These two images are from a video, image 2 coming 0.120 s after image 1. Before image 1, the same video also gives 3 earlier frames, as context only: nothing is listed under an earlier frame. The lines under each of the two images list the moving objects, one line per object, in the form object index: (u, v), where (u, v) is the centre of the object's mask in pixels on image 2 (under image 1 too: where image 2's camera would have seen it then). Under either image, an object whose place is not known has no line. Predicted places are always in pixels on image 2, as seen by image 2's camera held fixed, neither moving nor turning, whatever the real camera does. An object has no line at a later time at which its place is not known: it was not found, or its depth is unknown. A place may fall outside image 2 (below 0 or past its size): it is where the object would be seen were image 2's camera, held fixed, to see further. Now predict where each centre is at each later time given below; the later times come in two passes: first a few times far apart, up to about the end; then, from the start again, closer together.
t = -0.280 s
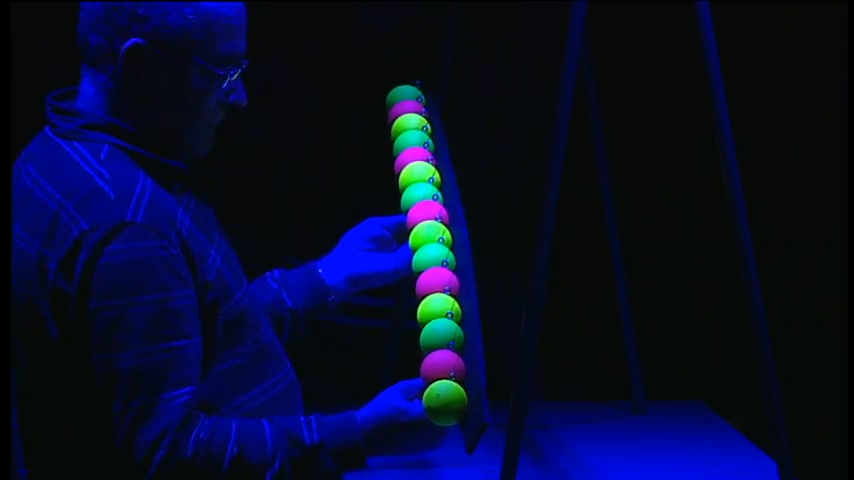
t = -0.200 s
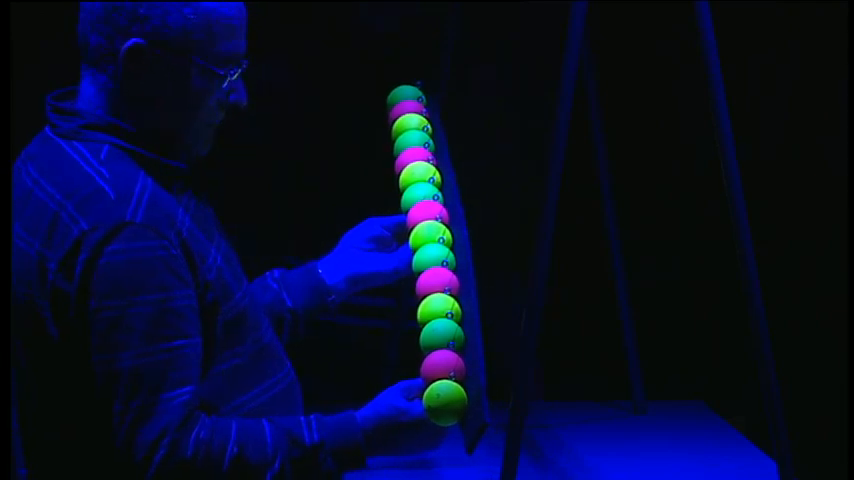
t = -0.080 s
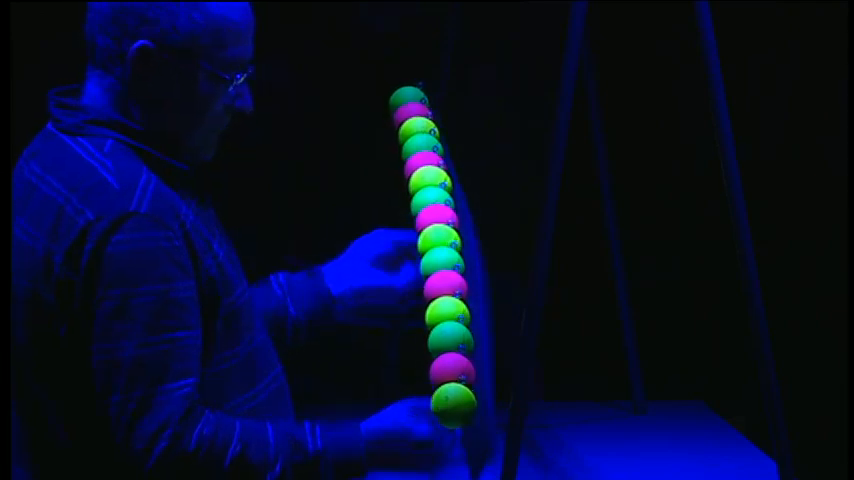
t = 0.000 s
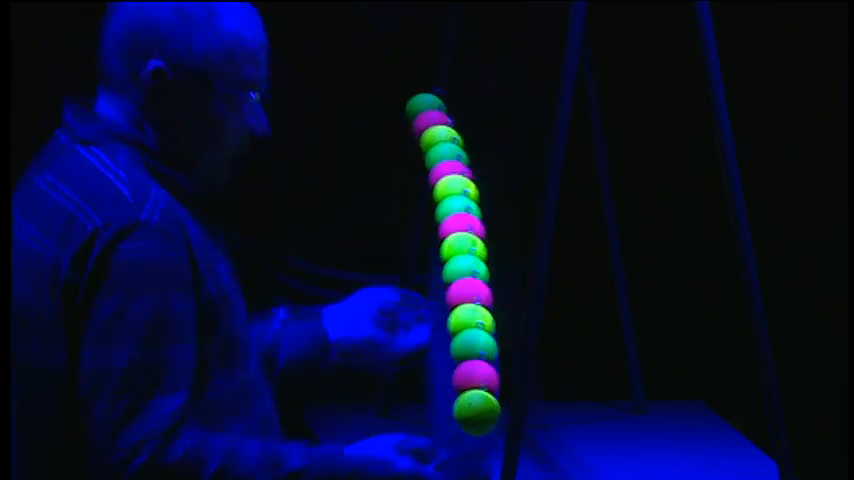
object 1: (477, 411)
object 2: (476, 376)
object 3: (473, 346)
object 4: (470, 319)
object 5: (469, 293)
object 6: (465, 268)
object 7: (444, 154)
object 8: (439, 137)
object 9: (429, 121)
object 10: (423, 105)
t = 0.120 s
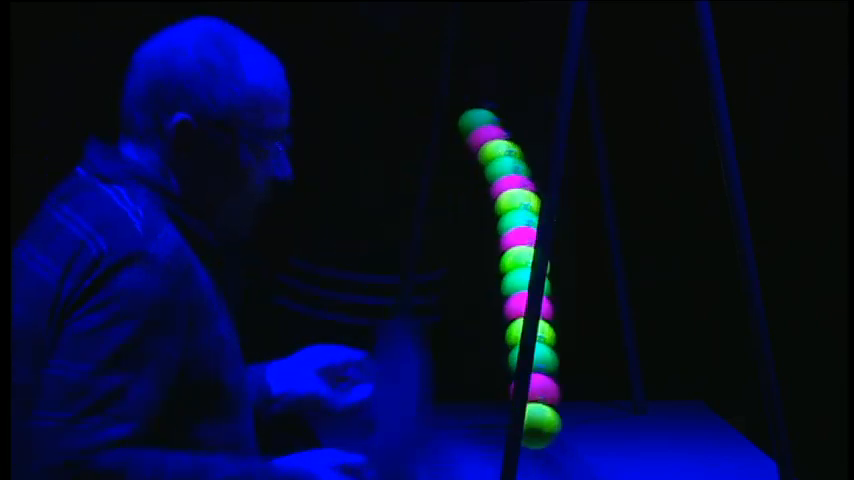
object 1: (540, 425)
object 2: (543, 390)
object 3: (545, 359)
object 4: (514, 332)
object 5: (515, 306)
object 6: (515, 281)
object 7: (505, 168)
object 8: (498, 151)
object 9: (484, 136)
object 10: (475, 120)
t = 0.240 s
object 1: (614, 430)
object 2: (613, 395)
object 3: (611, 364)
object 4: (607, 336)
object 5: (605, 310)
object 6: (603, 286)
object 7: (581, 168)
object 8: (580, 149)
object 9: (574, 133)
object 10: (541, 128)
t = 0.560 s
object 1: (796, 400)
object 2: (789, 363)
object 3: (780, 331)
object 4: (773, 303)
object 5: (737, 284)
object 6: (730, 258)
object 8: (661, 126)
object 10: (642, 96)
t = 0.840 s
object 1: (791, 402)
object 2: (748, 377)
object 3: (732, 348)
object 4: (713, 323)
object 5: (692, 300)
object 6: (671, 278)
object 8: (536, 160)
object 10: (526, 125)
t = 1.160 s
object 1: (587, 430)
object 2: (561, 396)
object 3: (544, 364)
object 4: (507, 335)
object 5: (496, 304)
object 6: (477, 277)
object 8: (411, 126)
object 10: (405, 96)
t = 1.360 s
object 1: (476, 412)
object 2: (461, 375)
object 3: (449, 341)
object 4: (441, 311)
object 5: (437, 283)
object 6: (433, 258)
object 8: (458, 141)
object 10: (458, 114)
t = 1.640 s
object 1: (460, 407)
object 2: (473, 375)
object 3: (487, 349)
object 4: (500, 326)
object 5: (511, 301)
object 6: (519, 279)
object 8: (616, 143)
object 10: (612, 109)
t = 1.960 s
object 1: (639, 429)
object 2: (662, 394)
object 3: (685, 360)
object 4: (699, 328)
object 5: (711, 296)
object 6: (717, 265)
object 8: (644, 137)
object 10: (611, 114)
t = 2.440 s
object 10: (397, 97)
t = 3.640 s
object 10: (406, 108)
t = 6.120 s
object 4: (416, 298)
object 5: (436, 274)
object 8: (545, 149)
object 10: (423, 108)
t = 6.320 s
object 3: (415, 320)
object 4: (450, 309)
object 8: (418, 135)
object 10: (383, 89)
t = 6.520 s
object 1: (410, 380)
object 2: (420, 350)
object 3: (469, 339)
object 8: (382, 118)
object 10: (443, 118)
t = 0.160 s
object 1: (560, 428)
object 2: (560, 392)
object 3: (558, 362)
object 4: (558, 334)
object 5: (558, 308)
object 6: (559, 284)
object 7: (526, 170)
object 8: (523, 153)
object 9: (508, 139)
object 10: (498, 123)
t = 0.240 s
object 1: (614, 430)
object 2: (613, 395)
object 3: (611, 364)
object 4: (607, 336)
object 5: (605, 310)
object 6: (603, 286)
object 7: (581, 168)
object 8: (580, 149)
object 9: (574, 133)
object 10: (541, 128)
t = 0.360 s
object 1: (695, 424)
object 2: (693, 388)
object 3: (688, 356)
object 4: (683, 328)
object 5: (679, 301)
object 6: (675, 275)
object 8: (633, 136)
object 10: (610, 110)
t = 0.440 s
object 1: (743, 415)
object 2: (737, 378)
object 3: (730, 346)
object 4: (724, 318)
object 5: (718, 290)
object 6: (712, 264)
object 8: (657, 127)
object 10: (636, 100)
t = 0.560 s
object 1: (796, 400)
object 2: (789, 363)
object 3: (780, 331)
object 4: (773, 303)
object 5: (737, 284)
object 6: (730, 258)
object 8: (661, 126)
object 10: (642, 96)
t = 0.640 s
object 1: (807, 395)
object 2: (795, 360)
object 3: (784, 329)
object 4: (775, 300)
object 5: (766, 275)
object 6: (730, 259)
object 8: (643, 134)
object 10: (626, 104)
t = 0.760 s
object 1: (802, 397)
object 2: (788, 362)
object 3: (777, 333)
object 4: (737, 316)
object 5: (725, 290)
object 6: (709, 267)
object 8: (589, 150)
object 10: (582, 116)
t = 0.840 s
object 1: (791, 402)
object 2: (748, 377)
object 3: (732, 348)
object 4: (713, 323)
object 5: (692, 300)
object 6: (671, 278)
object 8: (536, 160)
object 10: (526, 125)
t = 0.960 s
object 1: (721, 420)
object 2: (694, 391)
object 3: (667, 363)
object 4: (643, 338)
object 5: (621, 313)
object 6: (597, 290)
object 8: (470, 148)
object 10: (457, 116)
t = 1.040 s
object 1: (670, 428)
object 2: (642, 397)
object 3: (615, 368)
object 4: (590, 341)
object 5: (568, 314)
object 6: (555, 287)
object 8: (434, 138)
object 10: (424, 105)
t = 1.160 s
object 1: (587, 430)
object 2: (561, 396)
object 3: (544, 364)
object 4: (507, 335)
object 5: (496, 304)
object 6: (477, 277)
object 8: (411, 126)
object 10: (405, 96)
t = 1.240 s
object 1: (540, 426)
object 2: (502, 389)
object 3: (491, 354)
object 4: (475, 323)
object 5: (462, 294)
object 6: (448, 267)
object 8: (417, 127)
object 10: (414, 99)
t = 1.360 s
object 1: (476, 412)
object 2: (461, 375)
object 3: (449, 341)
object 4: (441, 311)
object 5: (437, 283)
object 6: (433, 258)
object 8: (458, 141)
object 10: (458, 114)
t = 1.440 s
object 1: (452, 405)
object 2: (443, 369)
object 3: (440, 336)
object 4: (438, 309)
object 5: (441, 283)
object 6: (443, 261)
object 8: (501, 151)
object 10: (502, 121)
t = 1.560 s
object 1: (445, 402)
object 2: (450, 368)
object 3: (458, 341)
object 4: (465, 316)
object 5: (478, 295)
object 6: (488, 274)
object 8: (580, 153)
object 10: (582, 119)
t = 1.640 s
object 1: (460, 407)
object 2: (473, 375)
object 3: (487, 349)
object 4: (500, 326)
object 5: (511, 301)
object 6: (519, 279)
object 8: (616, 143)
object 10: (612, 109)
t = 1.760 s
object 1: (498, 417)
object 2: (540, 392)
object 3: (555, 363)
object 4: (572, 338)
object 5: (593, 313)
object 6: (611, 288)
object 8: (657, 128)
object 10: (642, 96)
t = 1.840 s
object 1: (556, 426)
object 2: (581, 396)
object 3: (606, 367)
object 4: (626, 338)
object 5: (644, 310)
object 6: (661, 281)
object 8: (663, 124)
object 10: (641, 98)
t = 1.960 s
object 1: (639, 429)
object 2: (662, 394)
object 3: (685, 360)
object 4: (699, 328)
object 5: (711, 296)
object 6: (717, 265)
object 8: (644, 137)
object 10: (611, 114)
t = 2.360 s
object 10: (405, 104)
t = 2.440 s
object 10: (397, 97)
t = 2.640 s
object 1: (725, 420)
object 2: (675, 396)
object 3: (620, 368)
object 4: (576, 343)
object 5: (517, 310)
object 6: (495, 282)
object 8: (444, 136)
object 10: (464, 117)
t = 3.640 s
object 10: (406, 108)
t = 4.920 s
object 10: (409, 109)
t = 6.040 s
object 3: (476, 341)
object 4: (431, 304)
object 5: (418, 270)
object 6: (450, 259)
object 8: (578, 142)
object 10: (464, 117)
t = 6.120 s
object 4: (416, 298)
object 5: (436, 274)
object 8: (545, 149)
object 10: (423, 108)
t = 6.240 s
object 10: (387, 96)
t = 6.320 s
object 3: (415, 320)
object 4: (450, 309)
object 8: (418, 135)
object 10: (383, 89)
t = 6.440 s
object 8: (385, 123)
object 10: (414, 106)
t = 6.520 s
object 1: (410, 380)
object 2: (420, 350)
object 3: (469, 339)
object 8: (382, 118)
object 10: (443, 118)
